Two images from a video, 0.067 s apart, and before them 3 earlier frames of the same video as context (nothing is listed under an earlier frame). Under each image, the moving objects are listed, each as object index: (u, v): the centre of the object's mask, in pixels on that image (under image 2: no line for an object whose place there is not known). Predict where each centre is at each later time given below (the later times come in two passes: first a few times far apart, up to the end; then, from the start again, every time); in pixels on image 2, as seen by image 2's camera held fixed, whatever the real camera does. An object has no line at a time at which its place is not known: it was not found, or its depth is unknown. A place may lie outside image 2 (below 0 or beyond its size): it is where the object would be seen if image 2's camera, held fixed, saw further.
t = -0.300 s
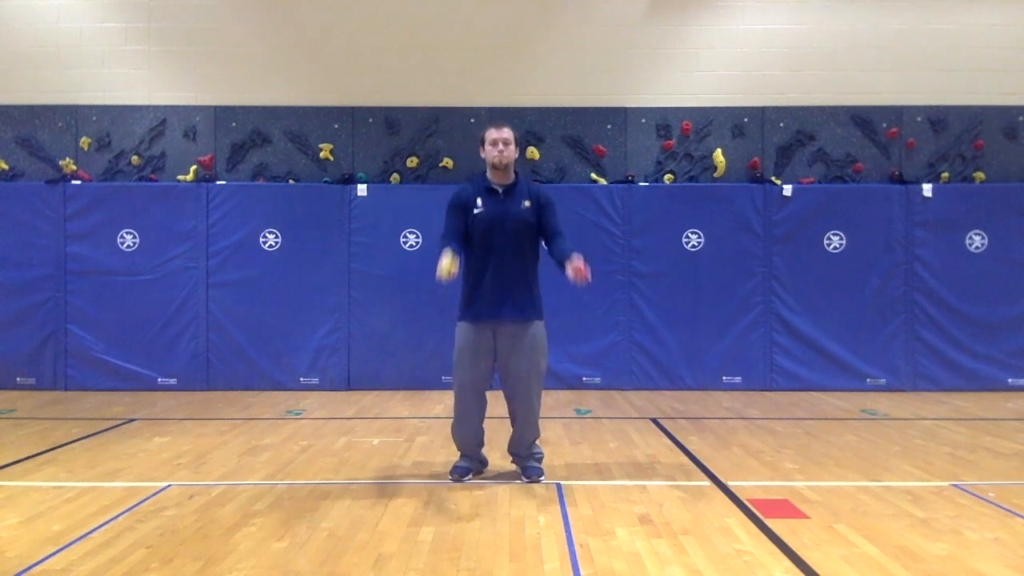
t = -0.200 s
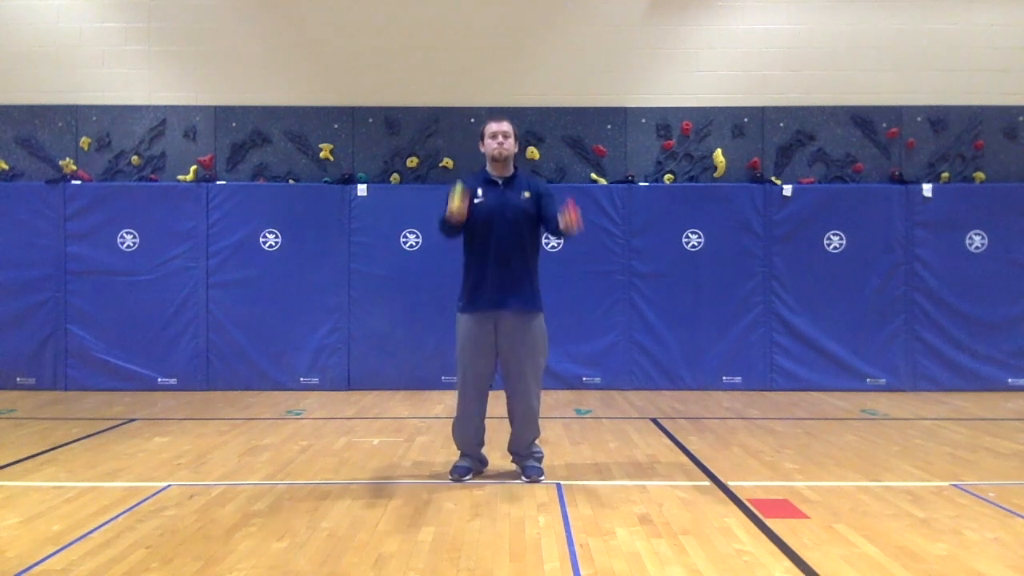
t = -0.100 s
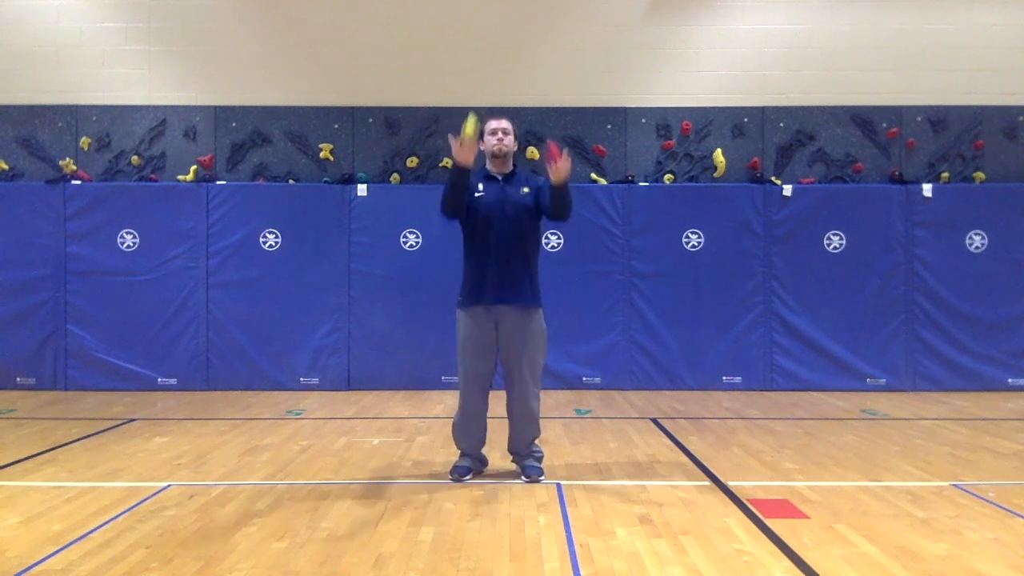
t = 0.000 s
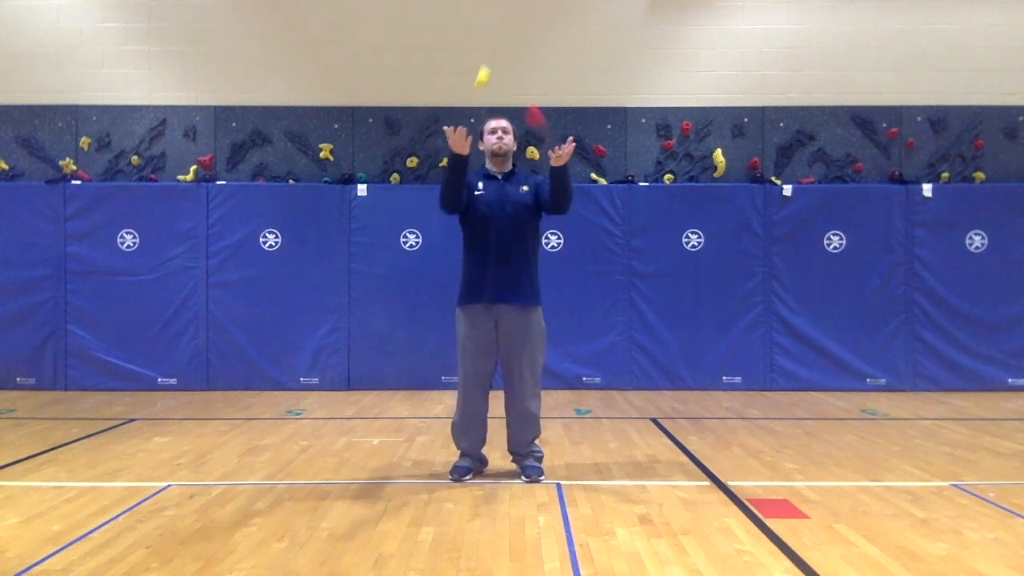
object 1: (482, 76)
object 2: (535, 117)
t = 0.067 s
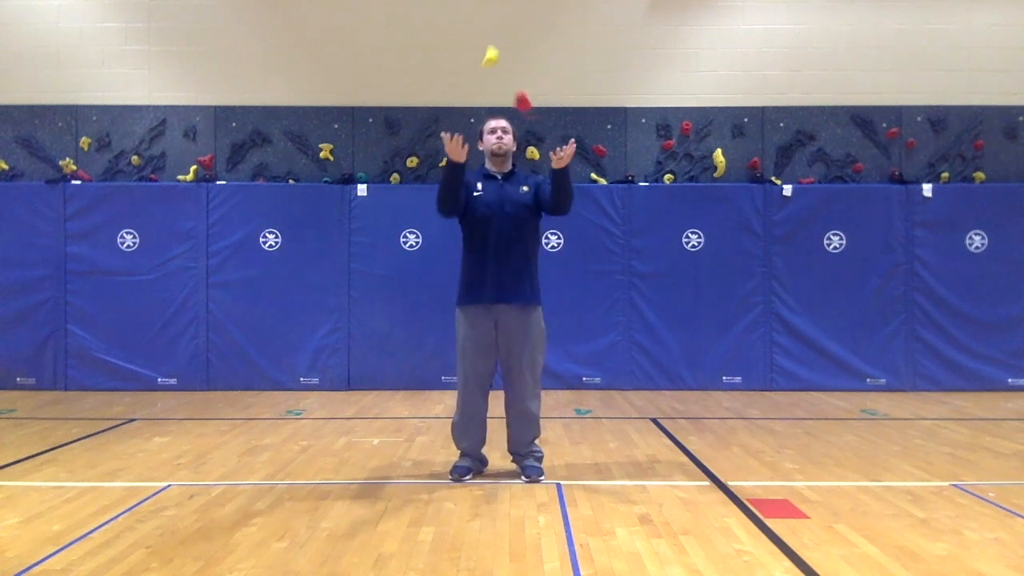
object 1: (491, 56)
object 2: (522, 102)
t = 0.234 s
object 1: (513, 46)
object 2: (491, 110)
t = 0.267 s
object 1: (517, 52)
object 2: (485, 117)
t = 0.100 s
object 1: (495, 49)
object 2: (516, 98)
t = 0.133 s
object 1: (500, 44)
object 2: (510, 98)
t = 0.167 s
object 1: (504, 43)
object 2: (504, 99)
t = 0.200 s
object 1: (508, 43)
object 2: (497, 104)
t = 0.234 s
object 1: (513, 46)
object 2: (491, 110)
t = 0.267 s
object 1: (517, 52)
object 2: (485, 117)
